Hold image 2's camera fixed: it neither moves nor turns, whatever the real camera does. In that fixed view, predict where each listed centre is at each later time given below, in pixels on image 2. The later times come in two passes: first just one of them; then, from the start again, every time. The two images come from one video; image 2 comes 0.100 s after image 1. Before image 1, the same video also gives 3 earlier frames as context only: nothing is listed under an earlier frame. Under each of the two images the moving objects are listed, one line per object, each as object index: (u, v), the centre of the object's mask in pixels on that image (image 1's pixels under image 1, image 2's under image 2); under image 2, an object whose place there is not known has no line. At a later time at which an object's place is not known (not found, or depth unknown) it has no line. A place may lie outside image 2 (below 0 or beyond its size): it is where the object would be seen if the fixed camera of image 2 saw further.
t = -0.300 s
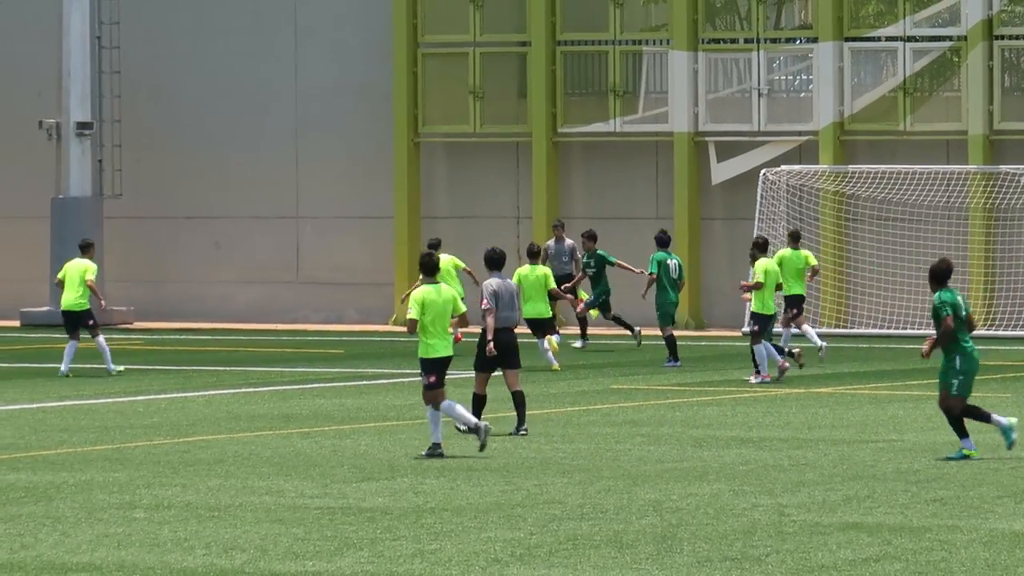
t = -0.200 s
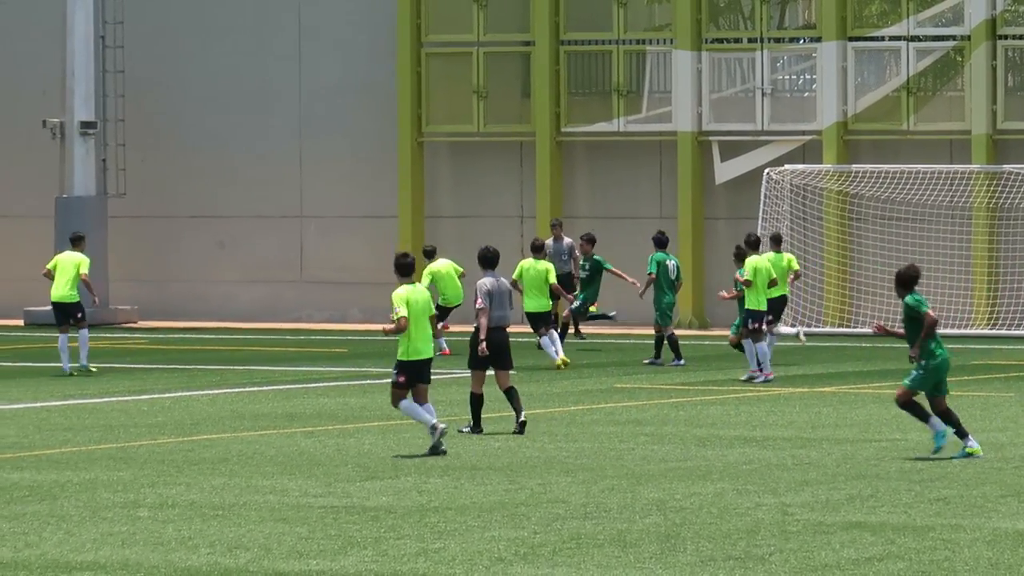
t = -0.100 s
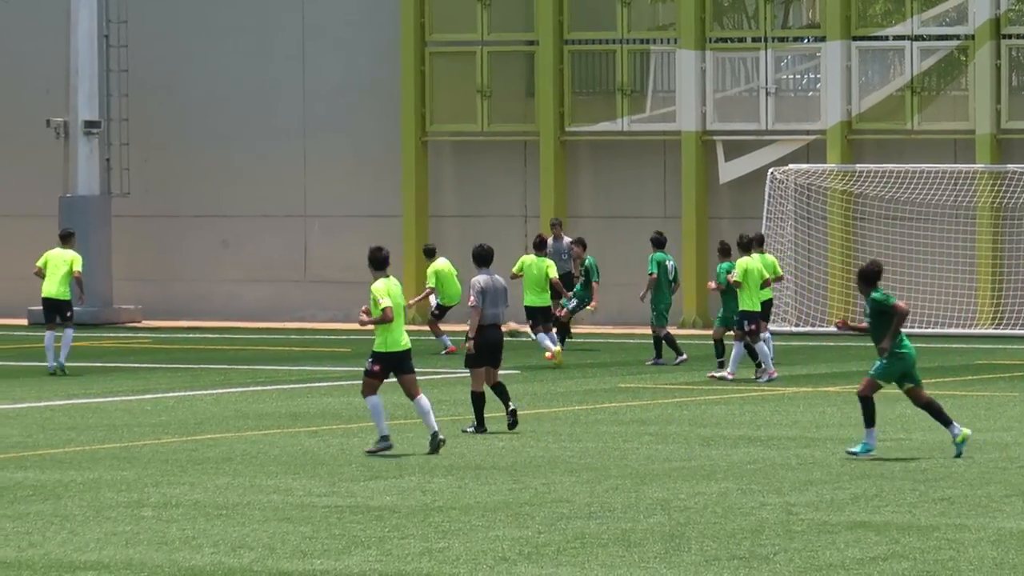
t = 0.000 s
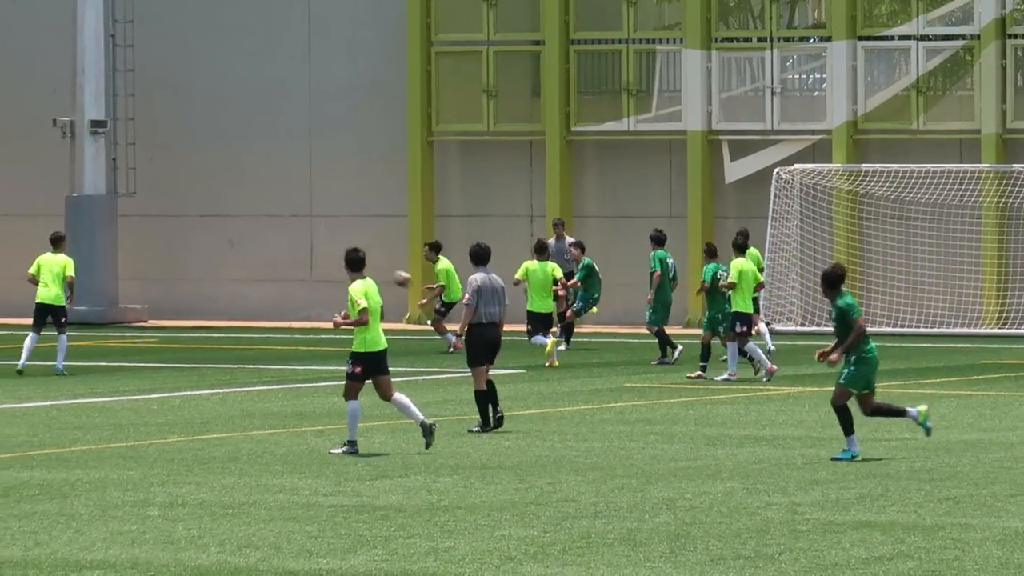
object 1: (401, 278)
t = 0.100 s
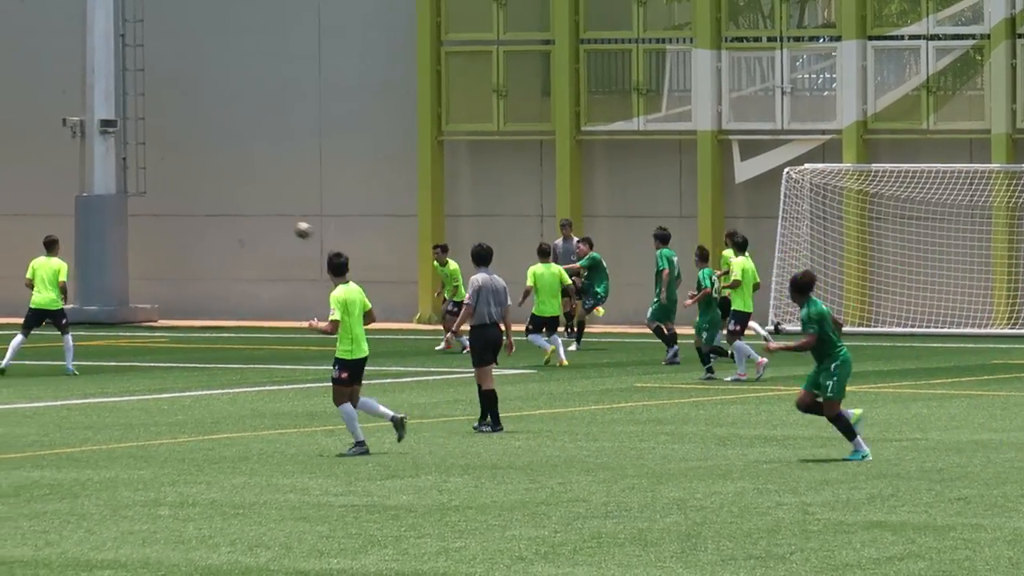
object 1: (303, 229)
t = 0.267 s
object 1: (126, 165)
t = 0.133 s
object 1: (267, 214)
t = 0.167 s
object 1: (231, 201)
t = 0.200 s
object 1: (196, 188)
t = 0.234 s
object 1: (161, 176)
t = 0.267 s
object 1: (126, 165)
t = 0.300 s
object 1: (92, 155)
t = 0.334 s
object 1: (58, 144)
